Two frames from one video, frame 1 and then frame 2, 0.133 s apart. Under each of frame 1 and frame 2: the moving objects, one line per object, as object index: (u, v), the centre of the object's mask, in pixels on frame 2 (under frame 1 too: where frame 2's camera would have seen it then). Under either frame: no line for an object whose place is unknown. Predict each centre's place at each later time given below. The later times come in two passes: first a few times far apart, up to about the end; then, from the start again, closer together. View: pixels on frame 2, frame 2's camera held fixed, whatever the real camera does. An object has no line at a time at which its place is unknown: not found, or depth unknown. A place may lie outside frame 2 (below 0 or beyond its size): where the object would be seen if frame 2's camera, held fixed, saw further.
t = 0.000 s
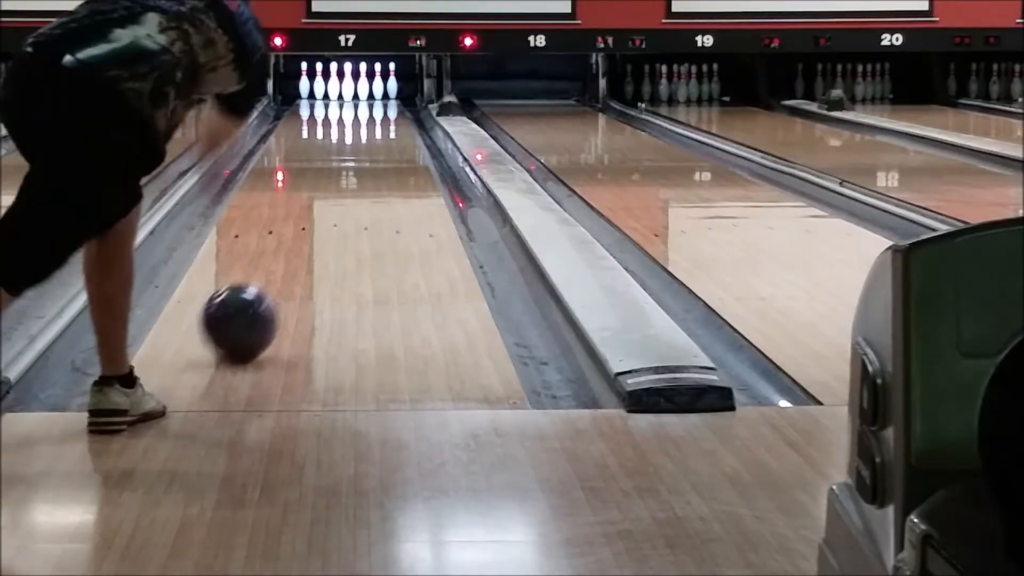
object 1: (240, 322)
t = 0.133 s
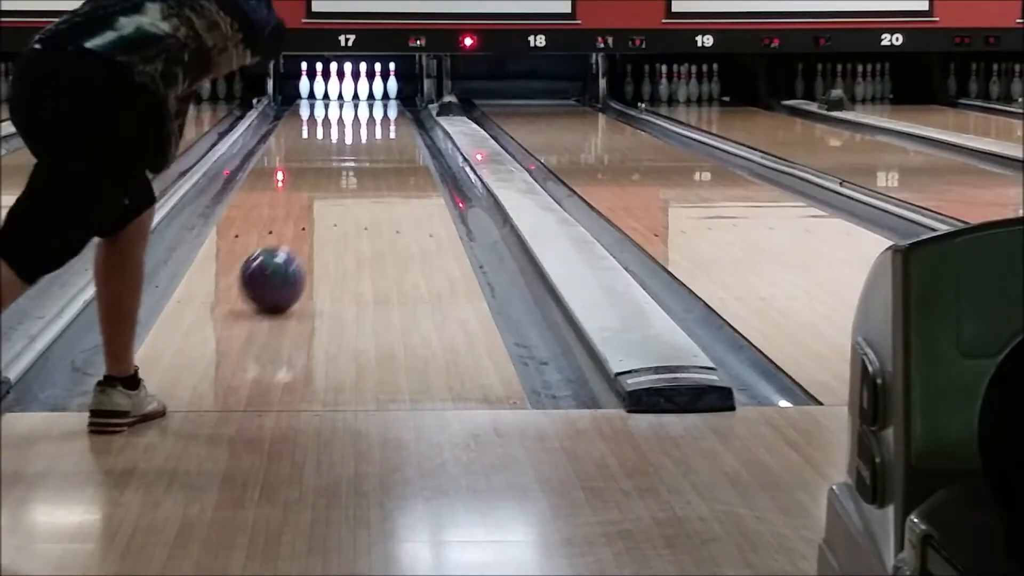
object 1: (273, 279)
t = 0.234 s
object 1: (292, 254)
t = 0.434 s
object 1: (321, 213)
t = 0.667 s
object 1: (344, 180)
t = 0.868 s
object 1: (358, 161)
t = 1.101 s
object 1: (370, 143)
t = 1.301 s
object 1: (377, 131)
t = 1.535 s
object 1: (382, 120)
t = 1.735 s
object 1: (383, 111)
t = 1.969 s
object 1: (378, 102)
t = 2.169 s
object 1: (368, 97)
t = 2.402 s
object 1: (353, 91)
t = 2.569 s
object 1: (342, 89)
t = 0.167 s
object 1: (280, 270)
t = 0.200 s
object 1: (286, 262)
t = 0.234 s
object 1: (292, 254)
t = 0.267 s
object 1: (298, 246)
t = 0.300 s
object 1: (303, 239)
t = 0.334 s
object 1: (308, 232)
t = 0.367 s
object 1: (312, 225)
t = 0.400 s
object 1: (317, 219)
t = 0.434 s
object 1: (321, 213)
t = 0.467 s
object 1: (325, 207)
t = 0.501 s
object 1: (328, 202)
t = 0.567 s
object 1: (336, 191)
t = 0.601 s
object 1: (339, 187)
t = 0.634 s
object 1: (341, 183)
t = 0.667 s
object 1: (344, 180)
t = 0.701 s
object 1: (347, 176)
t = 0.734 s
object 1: (349, 173)
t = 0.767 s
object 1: (351, 169)
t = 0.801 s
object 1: (353, 167)
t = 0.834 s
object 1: (356, 163)
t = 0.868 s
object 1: (358, 161)
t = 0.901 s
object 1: (360, 158)
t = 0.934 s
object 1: (362, 156)
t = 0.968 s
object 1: (364, 153)
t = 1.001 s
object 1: (366, 151)
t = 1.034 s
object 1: (367, 148)
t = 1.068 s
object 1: (369, 146)
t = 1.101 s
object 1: (370, 143)
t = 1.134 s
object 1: (372, 141)
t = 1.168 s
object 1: (373, 139)
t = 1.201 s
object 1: (374, 137)
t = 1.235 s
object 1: (375, 135)
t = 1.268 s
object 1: (376, 132)
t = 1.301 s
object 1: (377, 131)
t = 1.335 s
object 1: (378, 129)
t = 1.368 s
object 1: (379, 128)
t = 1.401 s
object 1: (379, 126)
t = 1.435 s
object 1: (380, 124)
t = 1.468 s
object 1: (381, 123)
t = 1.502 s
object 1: (382, 121)
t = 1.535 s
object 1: (382, 120)
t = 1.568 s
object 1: (383, 118)
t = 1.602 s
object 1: (383, 117)
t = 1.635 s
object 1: (384, 115)
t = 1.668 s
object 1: (384, 113)
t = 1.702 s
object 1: (384, 112)
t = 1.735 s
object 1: (383, 111)
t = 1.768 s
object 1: (384, 109)
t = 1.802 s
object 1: (383, 108)
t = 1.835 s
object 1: (382, 107)
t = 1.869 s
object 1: (382, 106)
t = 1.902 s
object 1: (381, 105)
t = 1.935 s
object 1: (379, 103)
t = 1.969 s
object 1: (378, 102)
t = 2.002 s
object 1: (377, 101)
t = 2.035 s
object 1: (375, 100)
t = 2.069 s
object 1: (374, 100)
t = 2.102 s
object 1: (372, 99)
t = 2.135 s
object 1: (370, 98)
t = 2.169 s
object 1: (368, 97)
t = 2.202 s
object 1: (365, 96)
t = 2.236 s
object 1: (363, 95)
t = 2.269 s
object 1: (362, 94)
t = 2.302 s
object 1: (358, 93)
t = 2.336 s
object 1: (356, 92)
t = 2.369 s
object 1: (353, 91)
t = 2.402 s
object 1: (353, 91)
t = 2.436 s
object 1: (351, 91)
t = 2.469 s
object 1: (349, 90)
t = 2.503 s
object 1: (347, 90)
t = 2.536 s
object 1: (344, 89)
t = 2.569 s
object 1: (342, 89)
